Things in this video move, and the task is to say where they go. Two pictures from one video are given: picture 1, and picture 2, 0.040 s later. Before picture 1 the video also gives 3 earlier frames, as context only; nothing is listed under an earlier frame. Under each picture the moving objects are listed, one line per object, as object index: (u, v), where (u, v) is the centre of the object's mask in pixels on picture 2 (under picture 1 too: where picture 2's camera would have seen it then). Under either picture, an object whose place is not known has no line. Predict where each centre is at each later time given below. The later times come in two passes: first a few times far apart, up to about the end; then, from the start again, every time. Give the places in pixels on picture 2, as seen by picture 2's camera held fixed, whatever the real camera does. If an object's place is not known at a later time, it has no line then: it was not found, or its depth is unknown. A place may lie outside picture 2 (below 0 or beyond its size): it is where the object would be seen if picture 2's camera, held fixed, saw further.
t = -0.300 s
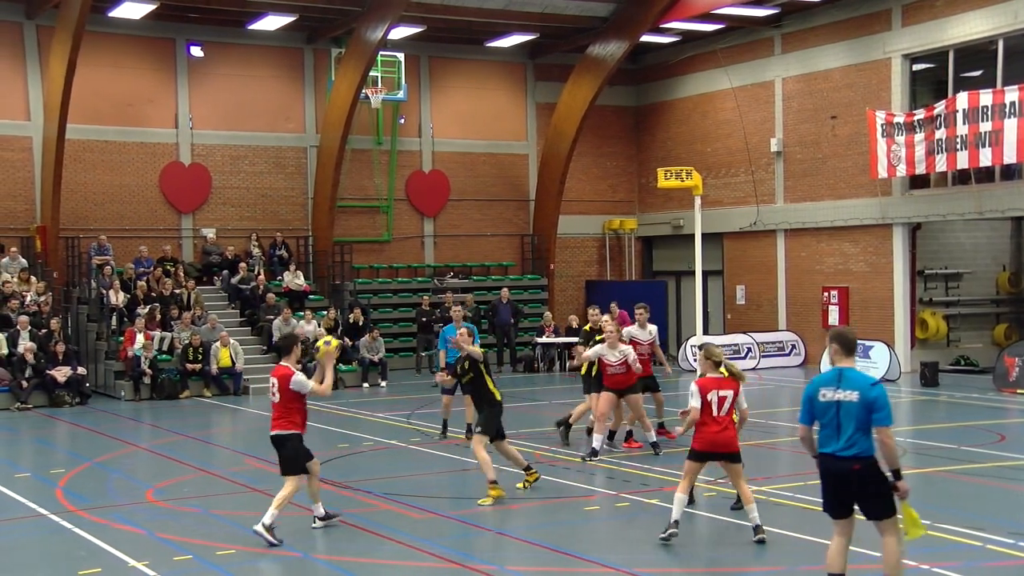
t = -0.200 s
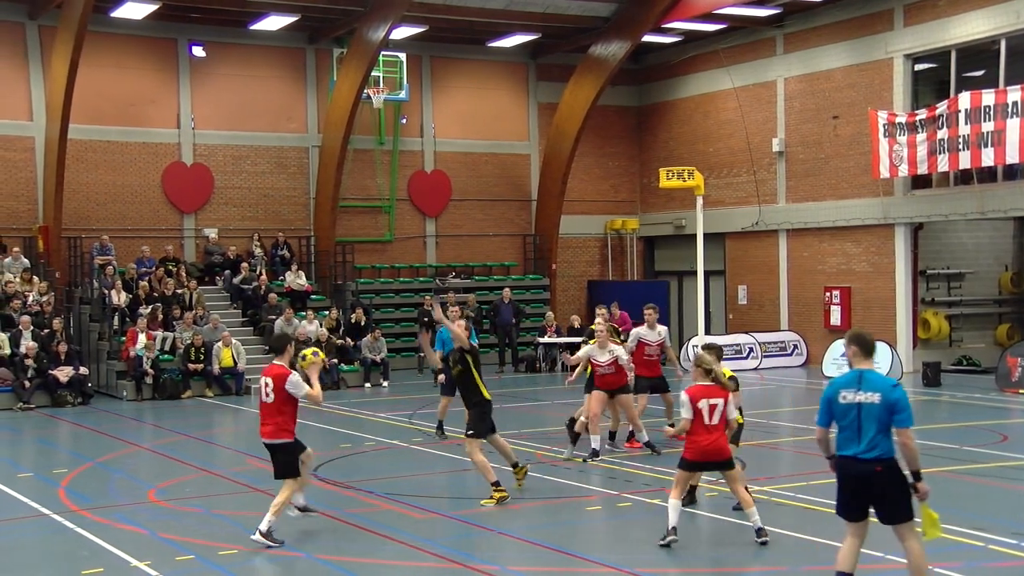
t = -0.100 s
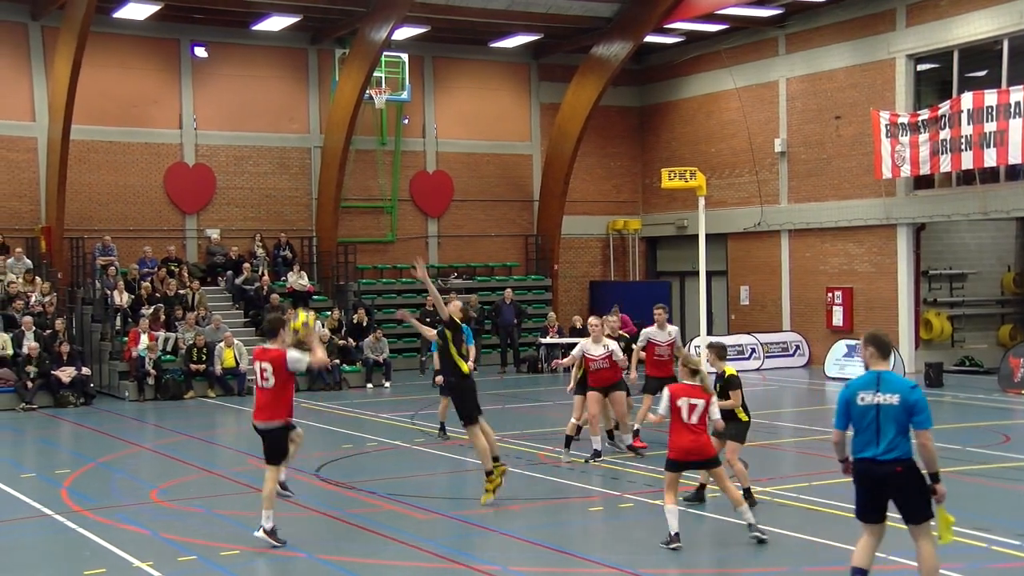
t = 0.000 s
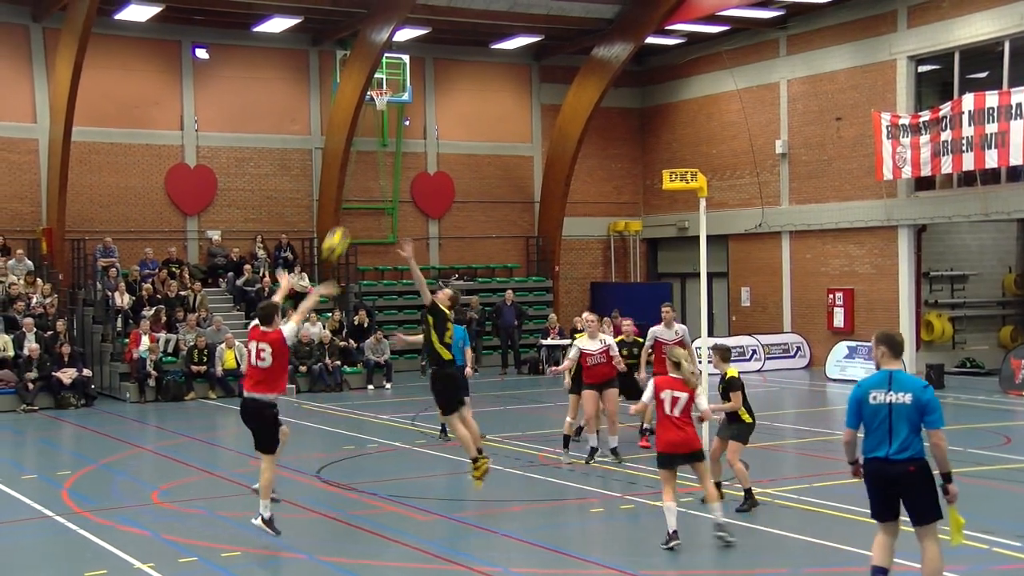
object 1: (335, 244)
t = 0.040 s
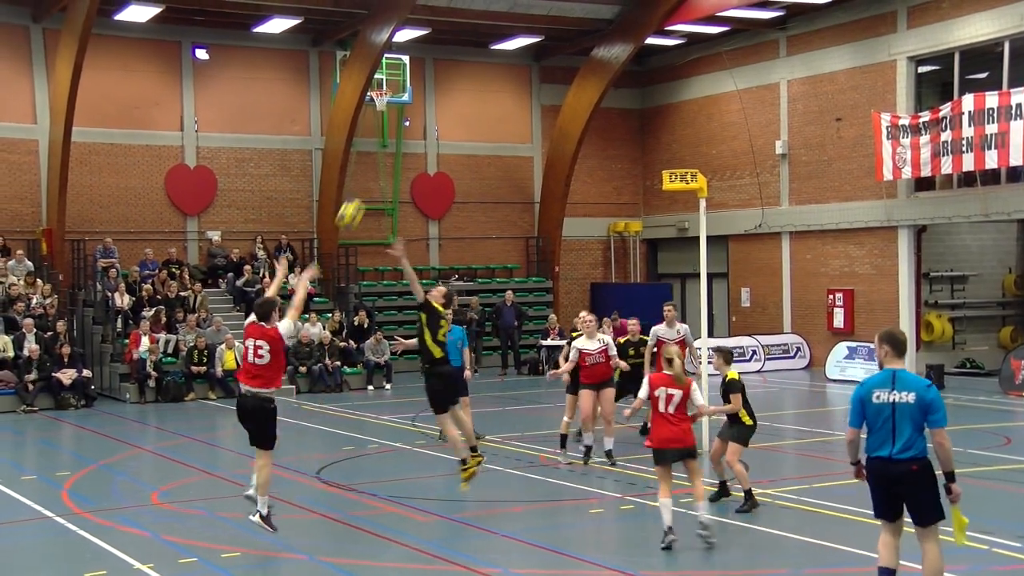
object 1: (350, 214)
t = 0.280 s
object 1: (433, 78)
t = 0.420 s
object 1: (476, 34)
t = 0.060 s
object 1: (357, 200)
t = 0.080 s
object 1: (365, 186)
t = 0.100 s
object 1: (372, 172)
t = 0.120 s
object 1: (379, 160)
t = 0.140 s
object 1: (386, 147)
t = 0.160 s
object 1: (393, 136)
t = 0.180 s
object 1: (400, 124)
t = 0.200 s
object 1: (407, 115)
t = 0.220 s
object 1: (414, 106)
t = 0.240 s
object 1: (421, 95)
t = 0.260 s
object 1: (426, 86)
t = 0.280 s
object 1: (433, 78)
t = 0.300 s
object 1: (439, 70)
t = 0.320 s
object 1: (446, 62)
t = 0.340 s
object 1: (452, 56)
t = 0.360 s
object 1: (458, 50)
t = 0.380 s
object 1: (464, 44)
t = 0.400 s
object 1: (470, 39)
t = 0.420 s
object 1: (476, 34)
